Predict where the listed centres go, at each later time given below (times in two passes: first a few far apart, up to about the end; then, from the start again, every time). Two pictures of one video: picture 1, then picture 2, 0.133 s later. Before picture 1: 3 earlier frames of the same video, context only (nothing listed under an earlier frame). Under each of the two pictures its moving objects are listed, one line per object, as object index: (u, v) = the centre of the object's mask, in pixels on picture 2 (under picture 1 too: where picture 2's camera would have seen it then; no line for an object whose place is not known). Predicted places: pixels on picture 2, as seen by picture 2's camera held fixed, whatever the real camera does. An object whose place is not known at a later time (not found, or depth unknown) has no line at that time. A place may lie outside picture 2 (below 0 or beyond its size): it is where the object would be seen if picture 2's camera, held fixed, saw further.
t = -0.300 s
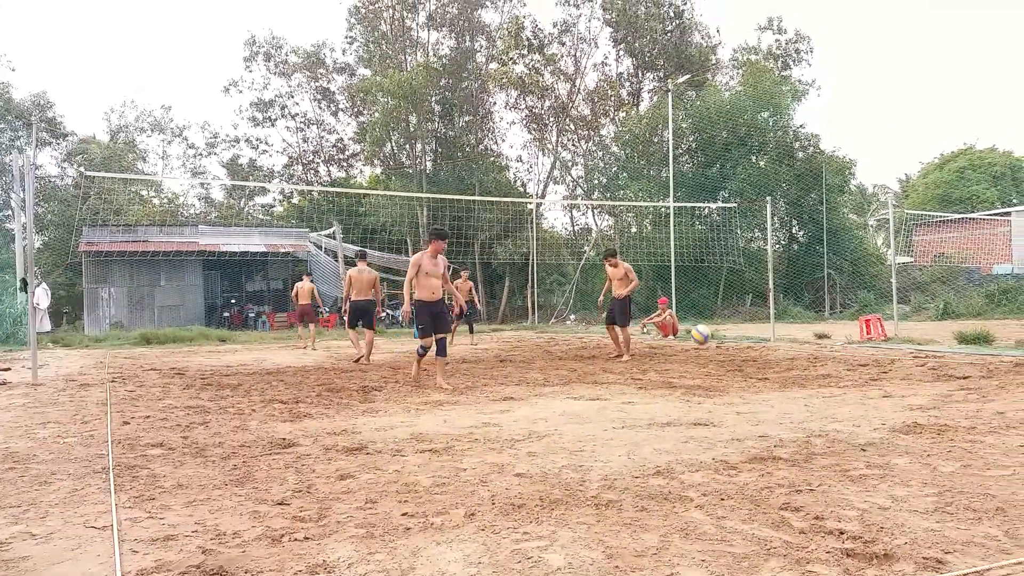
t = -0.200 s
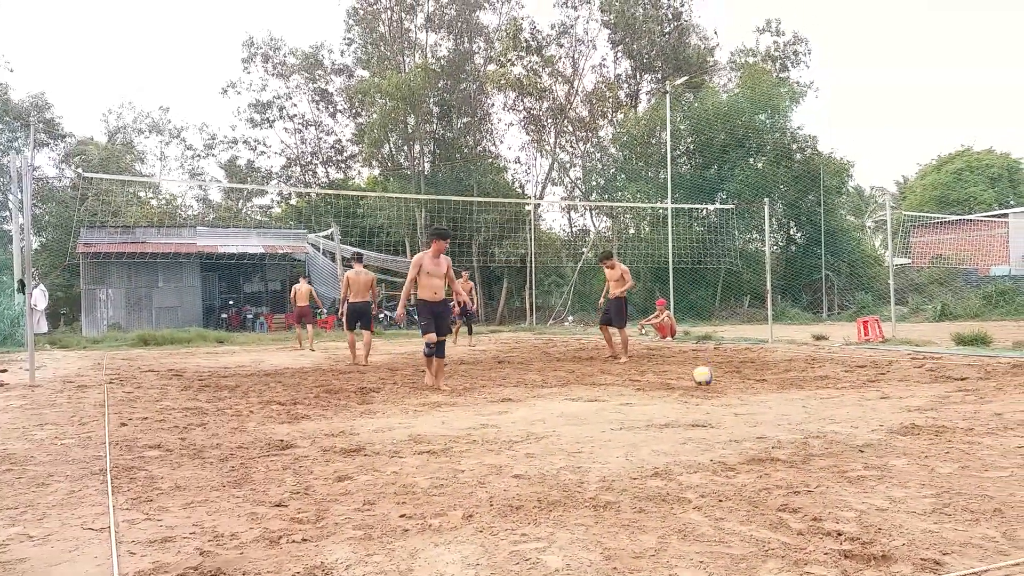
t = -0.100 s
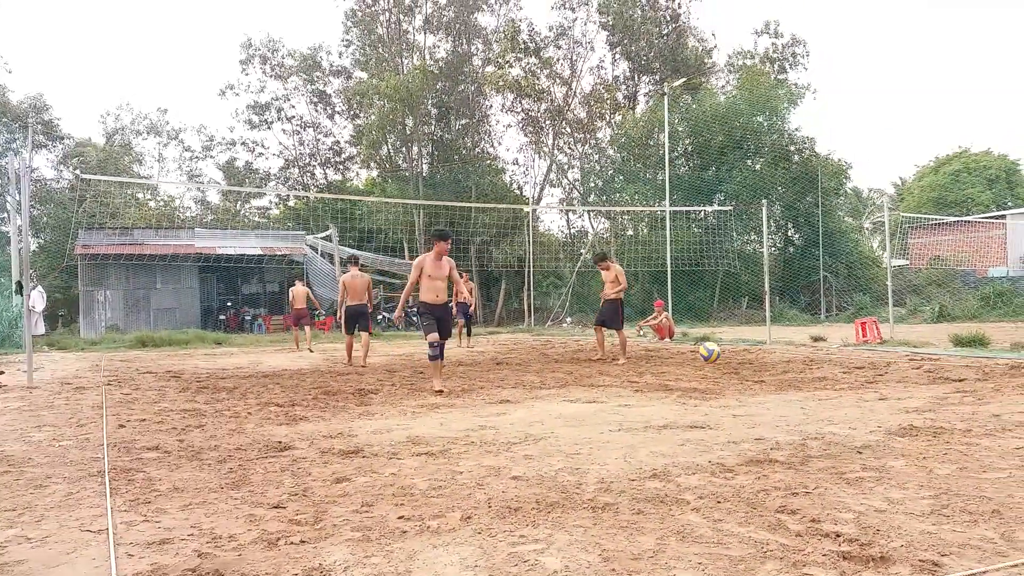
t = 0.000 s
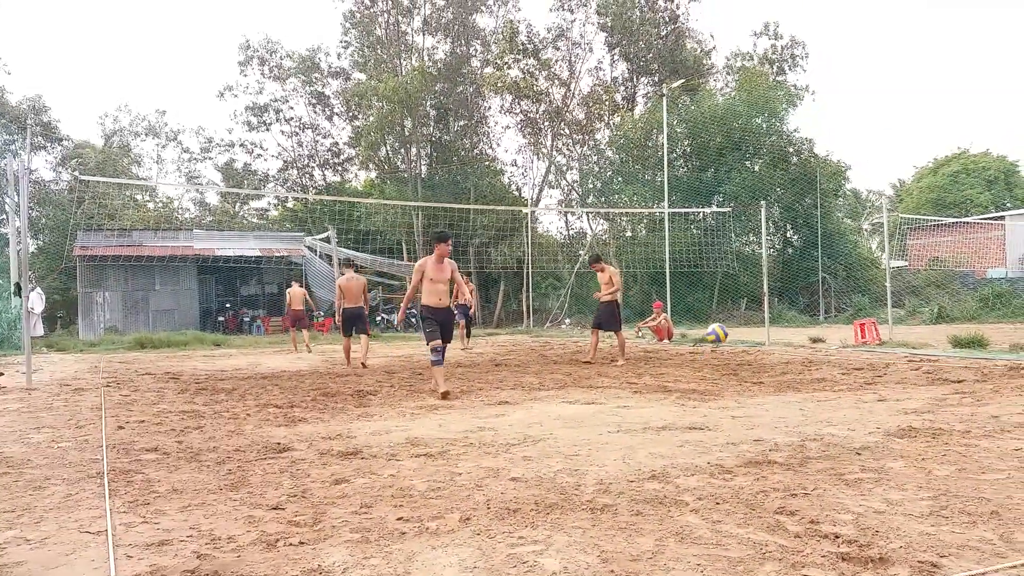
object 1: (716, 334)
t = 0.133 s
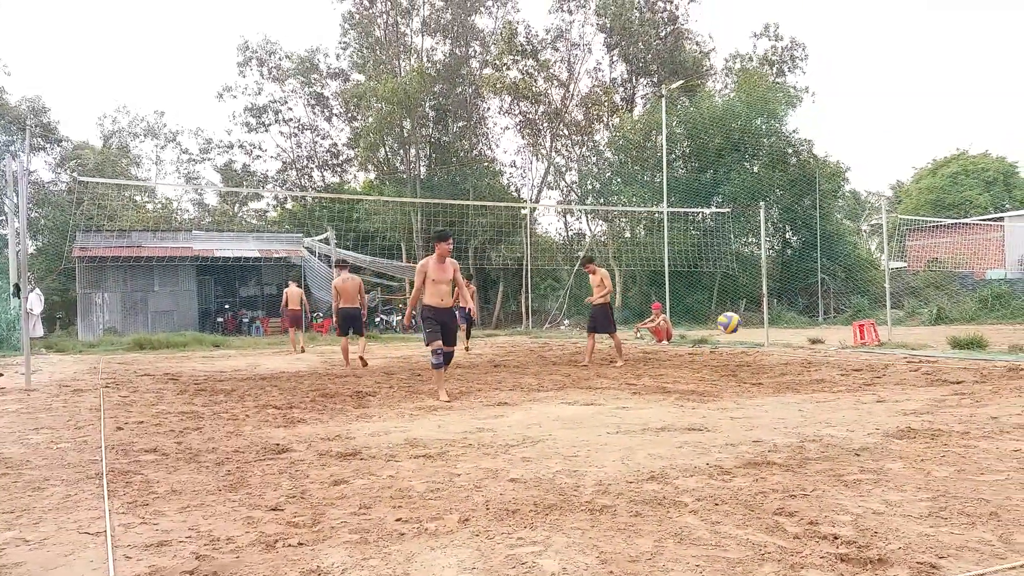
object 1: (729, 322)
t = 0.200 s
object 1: (736, 323)
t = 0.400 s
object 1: (759, 354)
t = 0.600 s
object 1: (786, 373)
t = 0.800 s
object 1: (819, 354)
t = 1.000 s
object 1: (860, 388)
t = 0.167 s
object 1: (732, 323)
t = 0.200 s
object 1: (736, 323)
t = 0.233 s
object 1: (739, 325)
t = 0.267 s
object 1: (743, 328)
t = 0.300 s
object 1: (747, 332)
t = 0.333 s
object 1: (751, 339)
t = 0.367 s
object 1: (755, 346)
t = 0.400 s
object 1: (759, 354)
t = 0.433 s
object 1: (763, 365)
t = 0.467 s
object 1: (766, 376)
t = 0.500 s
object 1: (772, 388)
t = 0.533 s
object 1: (776, 388)
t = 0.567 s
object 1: (781, 378)
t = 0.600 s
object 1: (786, 373)
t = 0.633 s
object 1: (791, 367)
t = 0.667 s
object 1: (796, 362)
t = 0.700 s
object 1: (802, 358)
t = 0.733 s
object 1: (807, 357)
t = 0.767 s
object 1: (813, 355)
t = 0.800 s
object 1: (819, 354)
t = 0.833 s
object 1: (826, 356)
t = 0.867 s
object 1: (833, 359)
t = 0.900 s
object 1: (839, 364)
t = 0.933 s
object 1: (845, 369)
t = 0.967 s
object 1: (853, 378)
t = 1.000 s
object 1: (860, 388)
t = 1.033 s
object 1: (866, 400)
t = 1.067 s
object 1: (872, 402)
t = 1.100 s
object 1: (877, 393)
